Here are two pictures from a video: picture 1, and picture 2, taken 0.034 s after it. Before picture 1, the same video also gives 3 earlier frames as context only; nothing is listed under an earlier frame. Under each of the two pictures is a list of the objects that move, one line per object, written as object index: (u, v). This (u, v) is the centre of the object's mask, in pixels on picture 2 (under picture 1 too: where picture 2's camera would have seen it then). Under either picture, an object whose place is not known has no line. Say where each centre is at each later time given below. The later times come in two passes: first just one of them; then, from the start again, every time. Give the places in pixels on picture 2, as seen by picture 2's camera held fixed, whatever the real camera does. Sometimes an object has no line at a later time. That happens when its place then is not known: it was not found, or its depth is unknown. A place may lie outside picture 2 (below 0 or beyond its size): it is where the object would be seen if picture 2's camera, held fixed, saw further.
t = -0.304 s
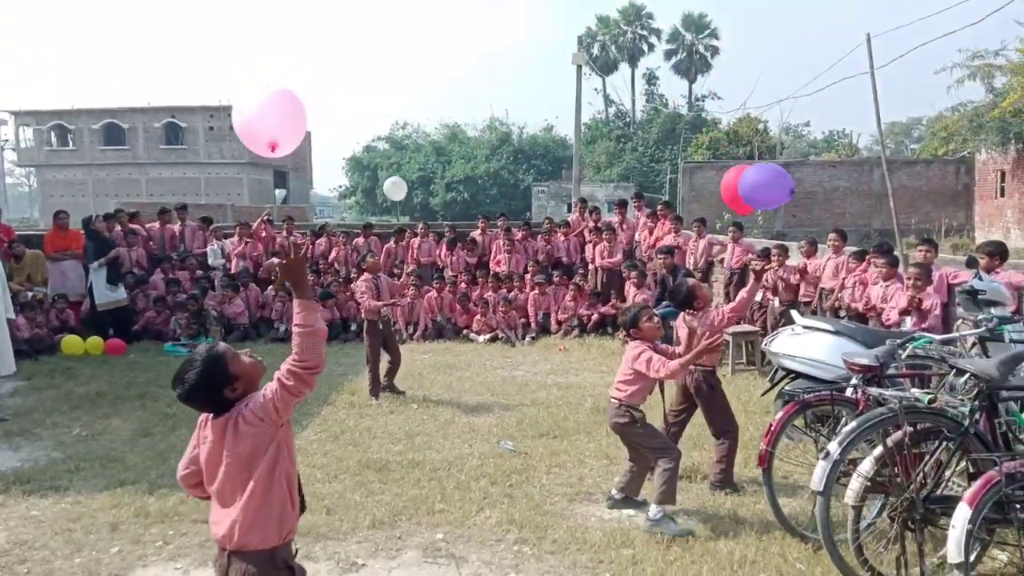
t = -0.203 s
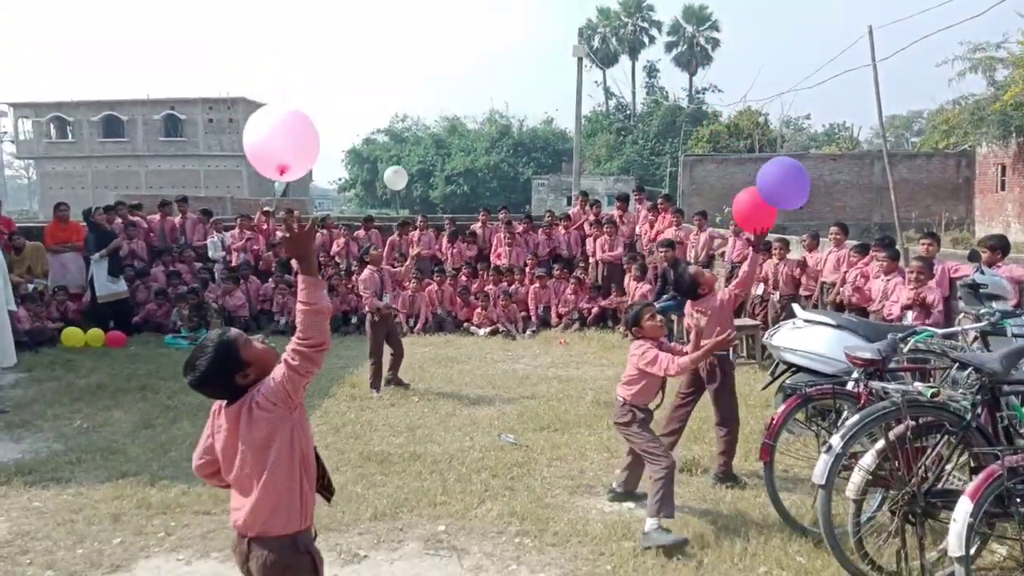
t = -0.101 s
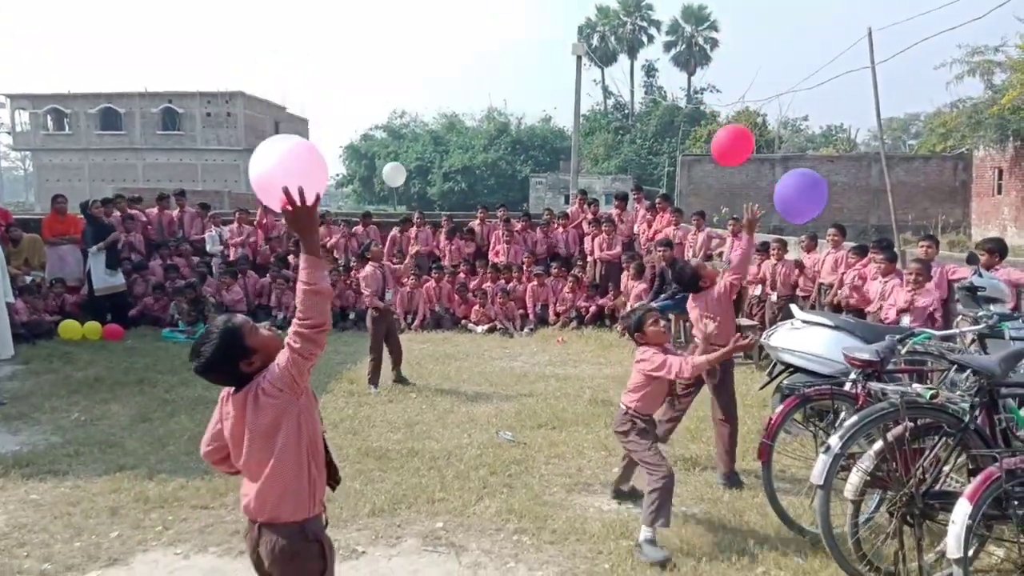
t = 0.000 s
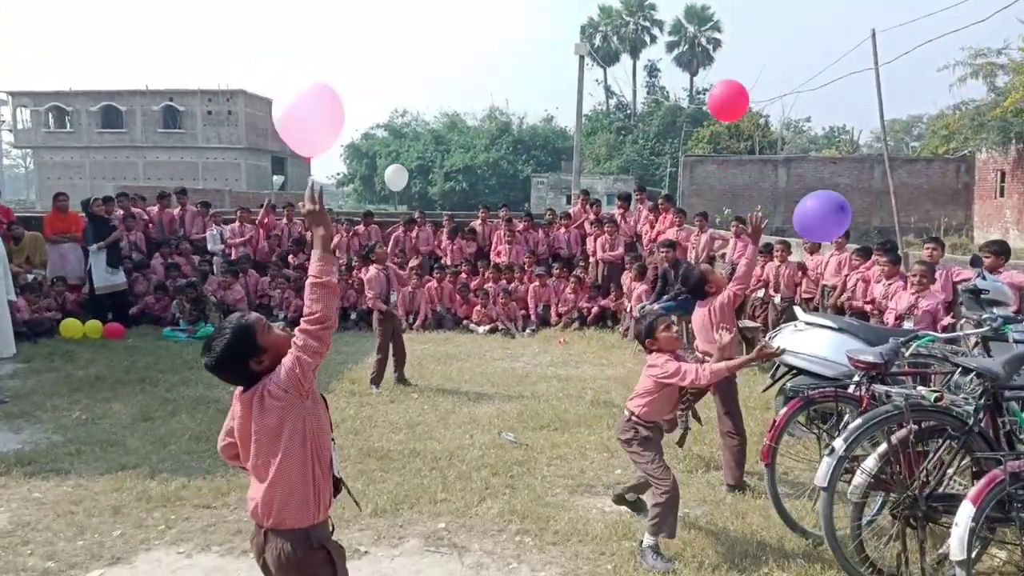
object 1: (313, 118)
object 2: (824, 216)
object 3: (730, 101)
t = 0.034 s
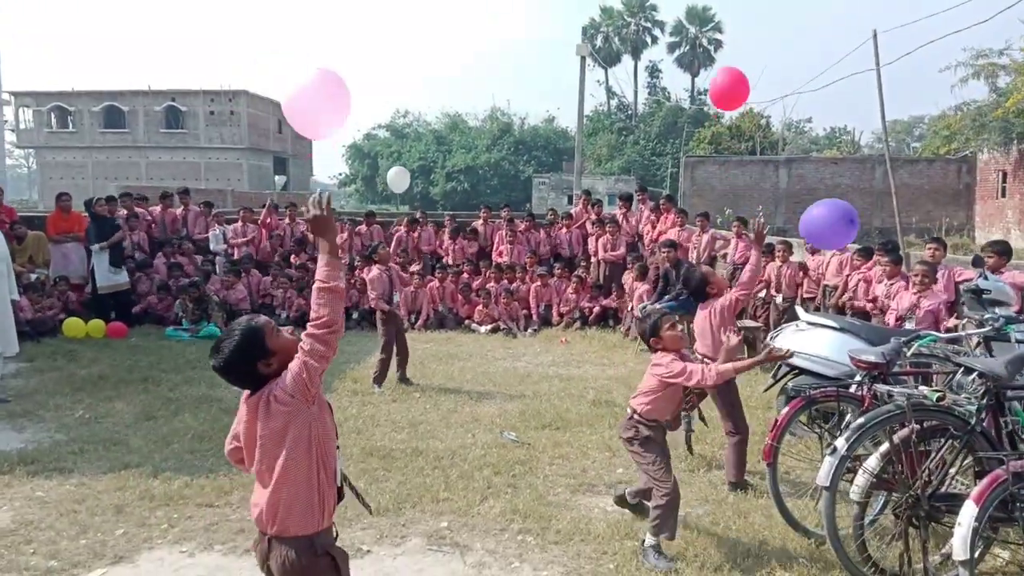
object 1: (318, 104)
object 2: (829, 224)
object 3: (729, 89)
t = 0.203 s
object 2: (858, 273)
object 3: (739, 52)
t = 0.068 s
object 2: (835, 232)
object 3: (729, 78)
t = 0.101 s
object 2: (841, 242)
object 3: (731, 70)
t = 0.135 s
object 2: (847, 251)
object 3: (733, 62)
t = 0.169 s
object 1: (338, 73)
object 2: (853, 261)
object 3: (736, 56)
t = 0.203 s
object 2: (858, 273)
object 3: (739, 52)
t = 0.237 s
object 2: (864, 284)
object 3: (741, 49)
